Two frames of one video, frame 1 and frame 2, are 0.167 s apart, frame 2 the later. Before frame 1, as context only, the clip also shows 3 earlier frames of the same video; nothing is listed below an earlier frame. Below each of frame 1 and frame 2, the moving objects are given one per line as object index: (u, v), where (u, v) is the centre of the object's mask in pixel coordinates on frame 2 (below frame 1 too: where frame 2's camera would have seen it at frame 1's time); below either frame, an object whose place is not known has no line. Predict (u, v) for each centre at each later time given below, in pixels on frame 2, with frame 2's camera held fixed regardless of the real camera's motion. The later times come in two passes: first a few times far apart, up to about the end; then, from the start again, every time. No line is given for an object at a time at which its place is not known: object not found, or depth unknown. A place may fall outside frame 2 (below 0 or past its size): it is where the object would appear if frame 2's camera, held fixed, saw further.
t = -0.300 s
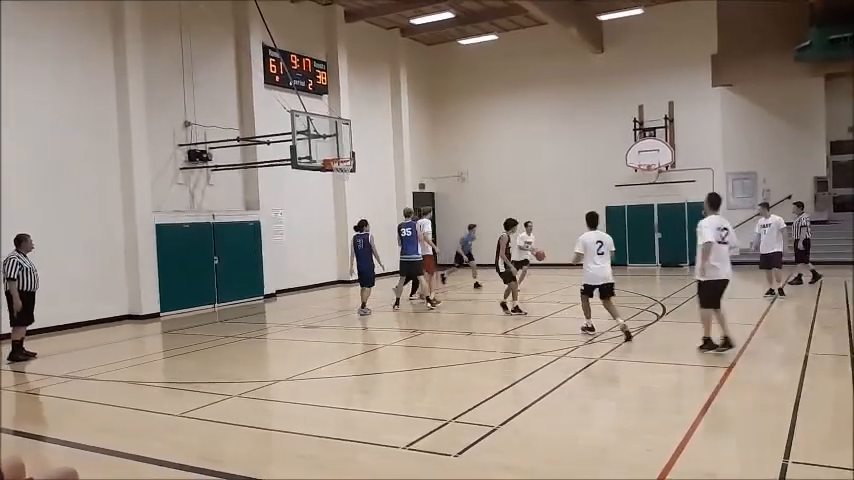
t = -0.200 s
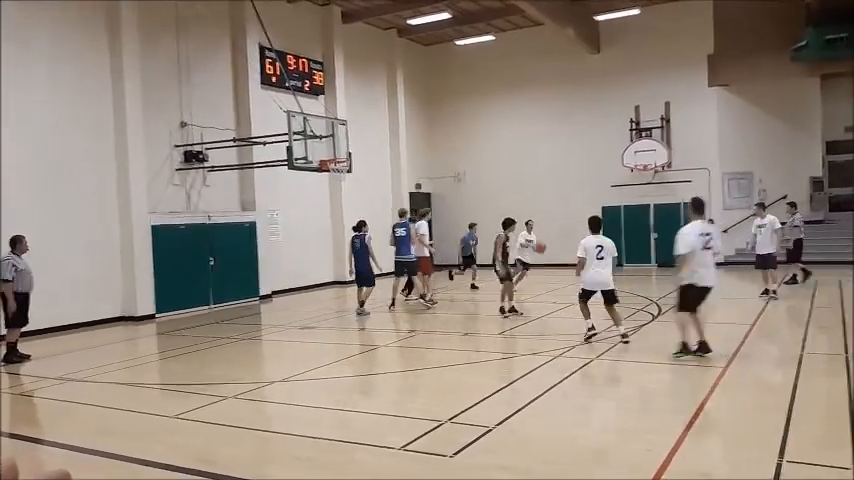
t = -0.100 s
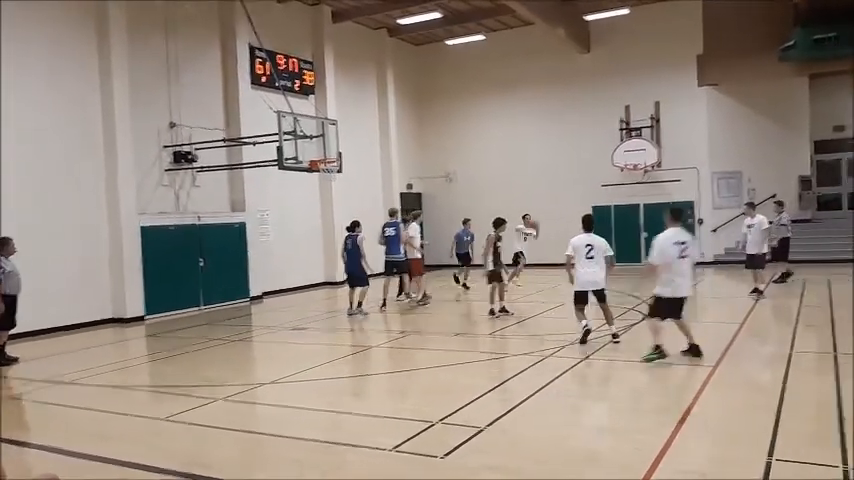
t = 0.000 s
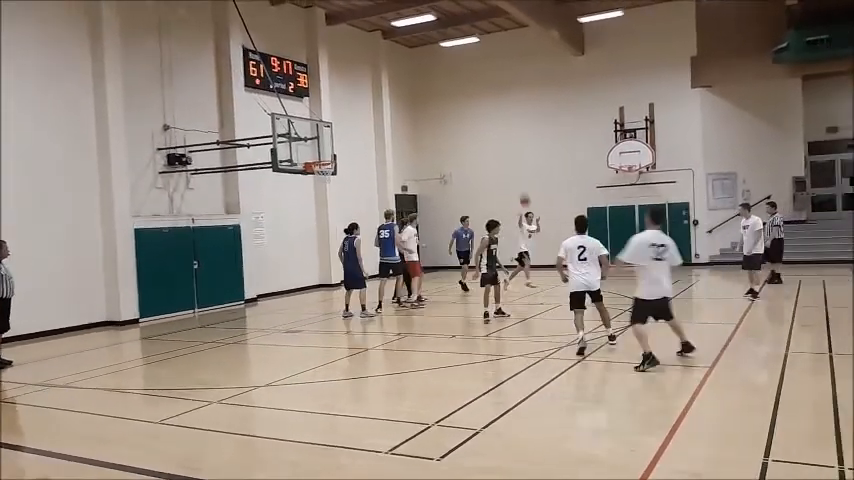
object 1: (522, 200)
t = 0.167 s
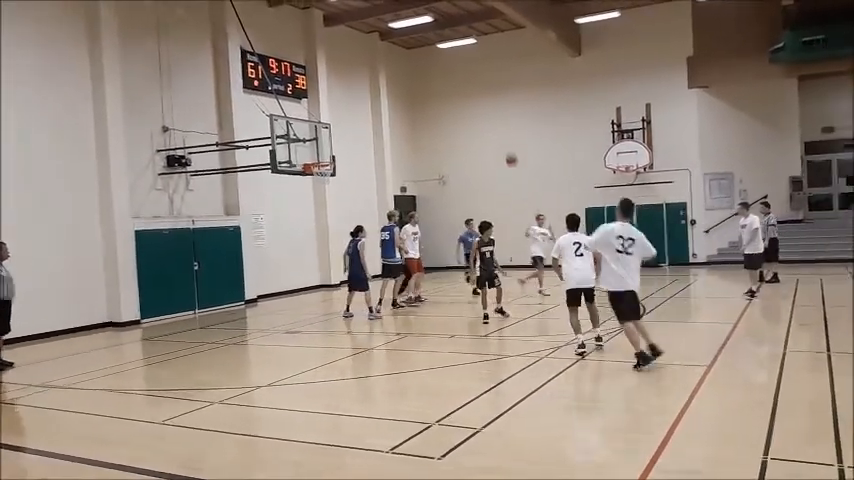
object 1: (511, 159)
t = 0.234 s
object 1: (506, 145)
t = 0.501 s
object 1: (485, 102)
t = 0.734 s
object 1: (461, 88)
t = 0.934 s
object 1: (436, 106)
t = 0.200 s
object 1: (508, 152)
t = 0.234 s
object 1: (506, 145)
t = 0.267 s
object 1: (503, 138)
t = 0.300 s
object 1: (501, 132)
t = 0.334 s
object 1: (499, 125)
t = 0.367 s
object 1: (496, 119)
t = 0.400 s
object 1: (493, 114)
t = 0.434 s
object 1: (490, 109)
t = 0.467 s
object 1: (487, 105)
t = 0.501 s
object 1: (485, 102)
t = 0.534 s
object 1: (481, 99)
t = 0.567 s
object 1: (478, 95)
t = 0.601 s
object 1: (475, 92)
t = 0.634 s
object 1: (472, 90)
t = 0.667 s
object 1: (468, 89)
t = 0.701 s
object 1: (465, 88)
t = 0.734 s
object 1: (461, 88)
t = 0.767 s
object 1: (458, 89)
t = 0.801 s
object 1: (454, 91)
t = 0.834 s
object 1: (450, 93)
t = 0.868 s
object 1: (446, 96)
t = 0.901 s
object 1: (442, 100)
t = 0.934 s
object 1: (436, 106)
